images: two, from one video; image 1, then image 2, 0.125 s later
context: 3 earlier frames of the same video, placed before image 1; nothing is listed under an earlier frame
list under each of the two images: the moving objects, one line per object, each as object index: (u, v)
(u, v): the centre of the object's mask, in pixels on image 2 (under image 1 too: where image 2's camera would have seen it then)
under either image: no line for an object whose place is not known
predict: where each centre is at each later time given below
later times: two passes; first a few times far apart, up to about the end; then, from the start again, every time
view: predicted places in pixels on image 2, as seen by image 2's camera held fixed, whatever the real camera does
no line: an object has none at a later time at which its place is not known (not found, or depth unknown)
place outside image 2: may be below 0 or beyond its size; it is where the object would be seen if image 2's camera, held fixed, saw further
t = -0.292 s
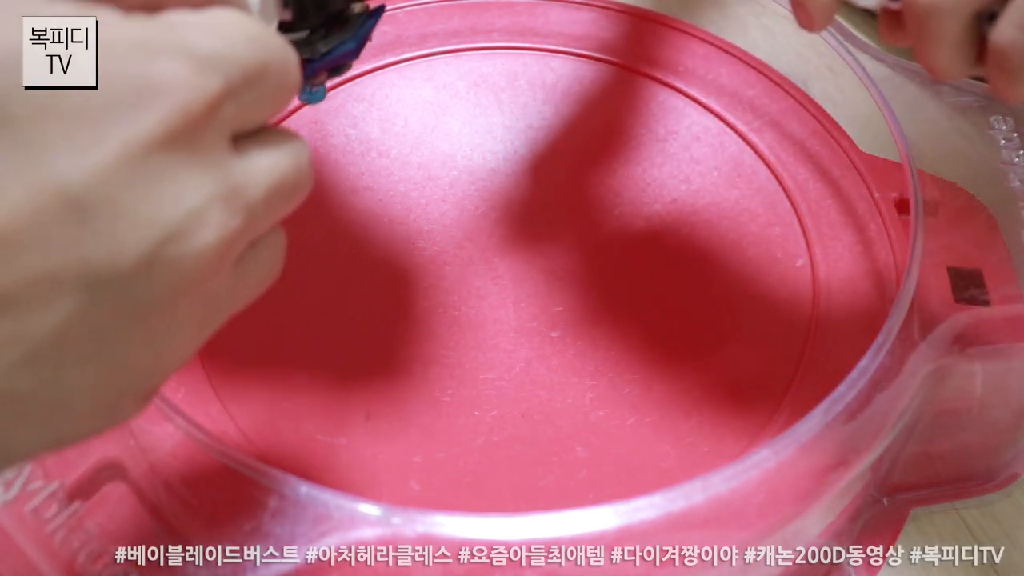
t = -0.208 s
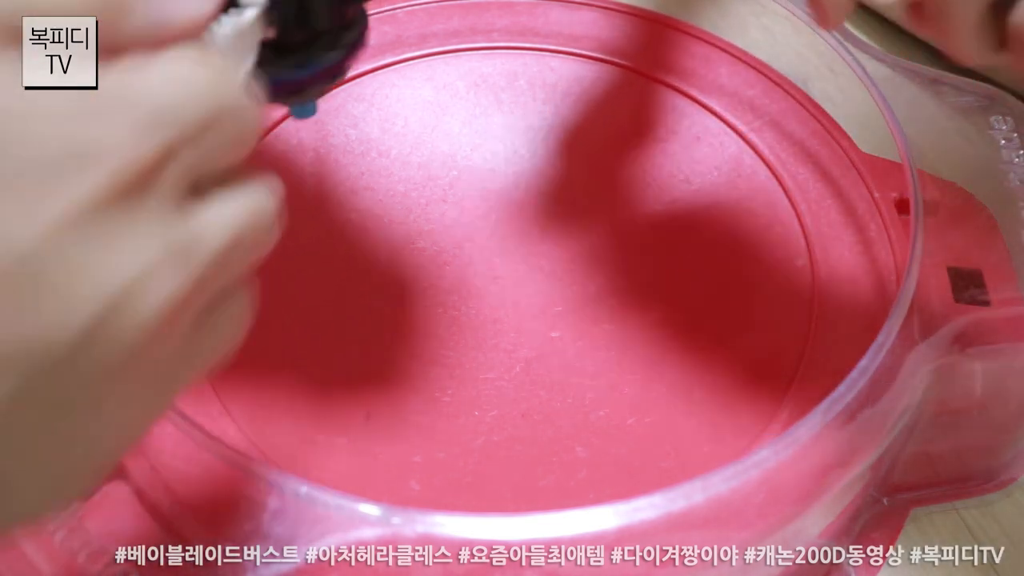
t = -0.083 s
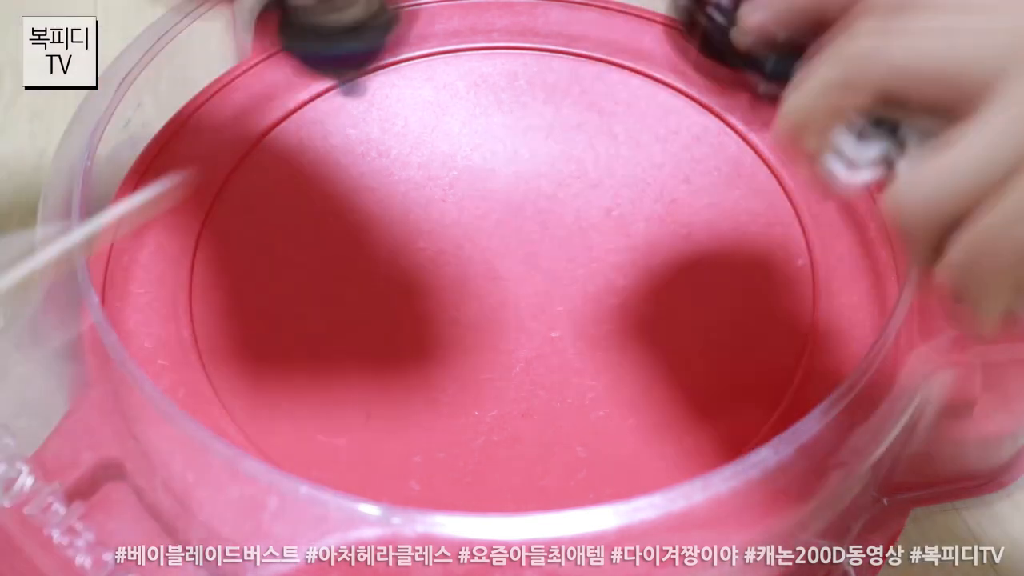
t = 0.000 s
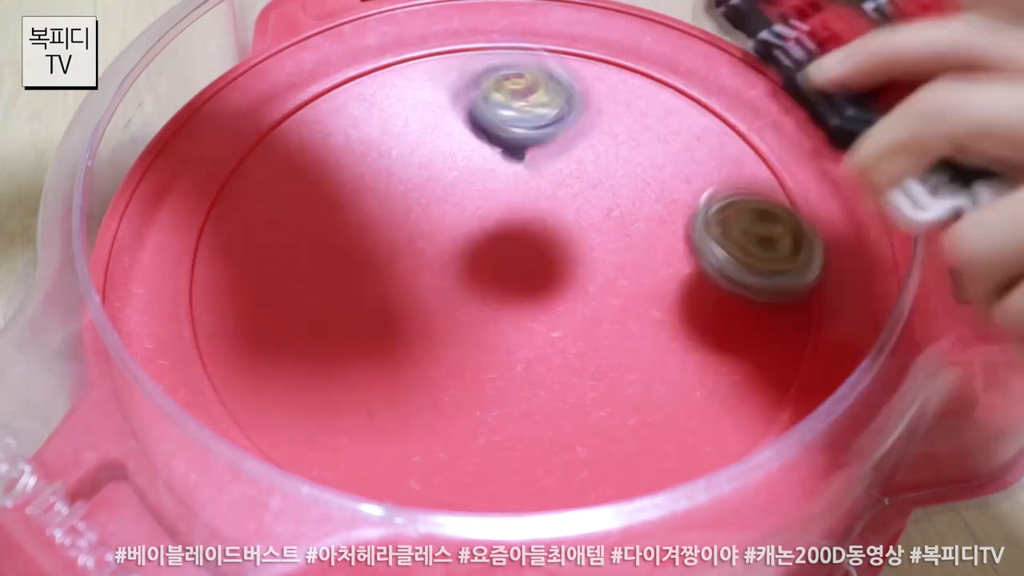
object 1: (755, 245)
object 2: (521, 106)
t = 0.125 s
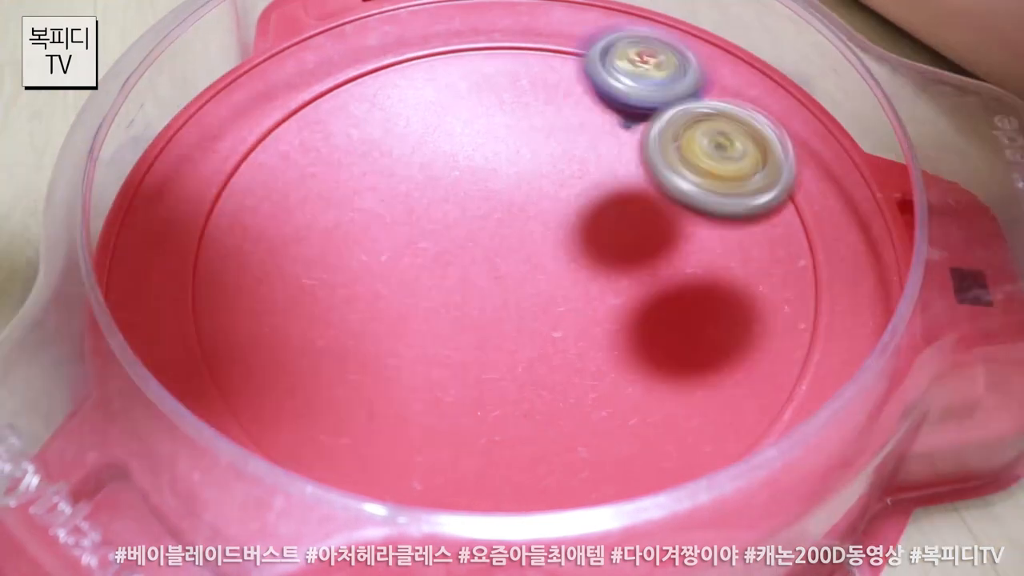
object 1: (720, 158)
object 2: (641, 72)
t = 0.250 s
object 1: (617, 221)
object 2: (688, 123)
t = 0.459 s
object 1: (458, 200)
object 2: (574, 121)
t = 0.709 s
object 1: (339, 236)
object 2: (375, 113)
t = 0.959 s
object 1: (515, 372)
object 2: (319, 226)
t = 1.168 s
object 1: (802, 333)
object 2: (294, 160)
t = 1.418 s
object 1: (682, 140)
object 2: (450, 203)
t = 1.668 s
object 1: (740, 85)
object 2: (403, 173)
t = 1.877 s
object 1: (641, 143)
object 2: (458, 163)
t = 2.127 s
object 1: (752, 310)
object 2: (271, 100)
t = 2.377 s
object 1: (702, 326)
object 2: (407, 304)
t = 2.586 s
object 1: (814, 299)
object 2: (420, 203)
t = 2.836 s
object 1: (797, 300)
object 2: (308, 144)
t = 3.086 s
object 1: (593, 253)
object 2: (431, 233)
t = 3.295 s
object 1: (741, 297)
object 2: (217, 167)
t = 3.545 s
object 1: (592, 304)
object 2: (343, 232)
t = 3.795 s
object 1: (424, 306)
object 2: (518, 127)
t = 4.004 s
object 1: (350, 310)
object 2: (483, 91)
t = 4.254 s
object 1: (369, 294)
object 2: (542, 250)
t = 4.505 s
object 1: (411, 243)
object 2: (709, 257)
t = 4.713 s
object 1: (425, 201)
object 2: (592, 224)
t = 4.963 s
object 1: (417, 80)
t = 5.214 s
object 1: (462, 139)
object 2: (443, 347)
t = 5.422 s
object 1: (583, 187)
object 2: (351, 179)
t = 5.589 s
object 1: (684, 196)
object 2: (339, 112)
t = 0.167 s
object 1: (687, 200)
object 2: (666, 75)
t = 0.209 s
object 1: (652, 256)
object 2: (684, 110)
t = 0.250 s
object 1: (617, 221)
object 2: (688, 123)
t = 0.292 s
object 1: (577, 212)
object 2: (677, 111)
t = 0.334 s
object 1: (538, 230)
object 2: (661, 129)
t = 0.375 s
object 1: (507, 208)
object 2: (639, 136)
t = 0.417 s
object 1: (478, 207)
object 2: (612, 133)
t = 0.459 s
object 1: (458, 200)
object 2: (574, 121)
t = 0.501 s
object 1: (444, 196)
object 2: (528, 117)
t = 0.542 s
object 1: (411, 200)
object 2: (503, 101)
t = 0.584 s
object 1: (376, 209)
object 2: (479, 92)
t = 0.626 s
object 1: (354, 218)
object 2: (448, 91)
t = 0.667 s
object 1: (342, 227)
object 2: (412, 97)
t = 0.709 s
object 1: (339, 236)
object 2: (375, 113)
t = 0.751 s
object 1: (345, 248)
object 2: (343, 138)
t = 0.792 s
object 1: (357, 276)
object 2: (323, 153)
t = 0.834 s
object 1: (376, 301)
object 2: (309, 172)
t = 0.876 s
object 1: (401, 318)
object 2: (309, 203)
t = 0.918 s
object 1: (432, 329)
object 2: (323, 240)
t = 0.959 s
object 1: (515, 372)
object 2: (319, 226)
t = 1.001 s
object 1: (620, 423)
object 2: (299, 201)
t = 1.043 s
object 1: (719, 443)
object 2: (292, 181)
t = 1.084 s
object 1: (792, 424)
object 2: (287, 165)
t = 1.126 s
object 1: (789, 370)
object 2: (288, 157)
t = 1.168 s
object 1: (802, 333)
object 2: (294, 160)
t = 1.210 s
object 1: (796, 291)
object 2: (304, 164)
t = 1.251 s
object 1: (784, 249)
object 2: (319, 174)
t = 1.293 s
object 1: (764, 212)
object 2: (341, 183)
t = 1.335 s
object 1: (740, 180)
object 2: (370, 194)
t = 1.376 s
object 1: (712, 156)
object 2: (408, 200)
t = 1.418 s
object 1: (682, 140)
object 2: (450, 203)
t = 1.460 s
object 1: (652, 130)
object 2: (493, 199)
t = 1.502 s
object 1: (638, 121)
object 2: (521, 190)
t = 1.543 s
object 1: (684, 103)
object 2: (476, 181)
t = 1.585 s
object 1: (717, 95)
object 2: (439, 182)
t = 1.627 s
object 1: (735, 82)
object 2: (414, 178)
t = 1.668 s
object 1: (740, 85)
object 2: (403, 173)
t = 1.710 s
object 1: (735, 90)
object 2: (403, 171)
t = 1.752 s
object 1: (718, 104)
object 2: (411, 170)
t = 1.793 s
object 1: (696, 116)
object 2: (423, 170)
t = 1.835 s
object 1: (671, 130)
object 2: (440, 168)
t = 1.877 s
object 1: (641, 143)
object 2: (458, 163)
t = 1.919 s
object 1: (610, 168)
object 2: (476, 158)
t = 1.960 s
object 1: (647, 207)
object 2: (428, 129)
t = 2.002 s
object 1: (682, 240)
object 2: (381, 108)
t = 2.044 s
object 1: (710, 268)
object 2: (335, 94)
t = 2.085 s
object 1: (734, 290)
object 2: (296, 90)
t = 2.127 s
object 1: (752, 310)
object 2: (271, 100)
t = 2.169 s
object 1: (763, 325)
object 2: (264, 133)
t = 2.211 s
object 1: (766, 334)
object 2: (260, 166)
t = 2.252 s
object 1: (761, 338)
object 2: (272, 204)
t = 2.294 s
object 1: (748, 340)
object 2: (300, 243)
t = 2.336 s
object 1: (728, 337)
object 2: (346, 279)
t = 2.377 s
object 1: (702, 326)
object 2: (407, 304)
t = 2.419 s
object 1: (674, 314)
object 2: (473, 315)
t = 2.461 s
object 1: (675, 303)
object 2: (500, 295)
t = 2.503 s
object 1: (730, 294)
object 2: (463, 263)
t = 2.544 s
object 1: (779, 309)
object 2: (439, 230)
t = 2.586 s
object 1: (814, 299)
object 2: (420, 203)
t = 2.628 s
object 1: (831, 300)
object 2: (401, 174)
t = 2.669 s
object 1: (835, 305)
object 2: (381, 153)
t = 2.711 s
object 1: (834, 306)
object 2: (359, 140)
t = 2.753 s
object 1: (830, 303)
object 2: (338, 132)
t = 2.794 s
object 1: (819, 300)
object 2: (320, 136)
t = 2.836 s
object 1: (797, 300)
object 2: (308, 144)
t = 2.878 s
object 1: (764, 292)
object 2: (306, 162)
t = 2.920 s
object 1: (727, 282)
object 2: (312, 184)
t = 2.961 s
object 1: (684, 272)
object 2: (333, 210)
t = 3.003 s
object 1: (644, 264)
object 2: (370, 234)
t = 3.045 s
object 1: (596, 256)
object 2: (420, 250)
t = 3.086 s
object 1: (593, 253)
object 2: (431, 233)
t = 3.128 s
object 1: (645, 252)
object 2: (376, 202)
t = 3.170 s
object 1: (700, 278)
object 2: (322, 187)
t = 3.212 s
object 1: (727, 281)
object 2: (270, 169)
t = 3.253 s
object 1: (744, 293)
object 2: (229, 162)
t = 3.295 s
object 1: (741, 297)
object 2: (217, 167)
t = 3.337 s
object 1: (729, 296)
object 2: (227, 184)
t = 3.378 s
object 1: (708, 298)
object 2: (241, 197)
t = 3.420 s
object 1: (682, 301)
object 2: (263, 216)
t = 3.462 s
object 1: (652, 303)
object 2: (285, 225)
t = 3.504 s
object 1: (622, 303)
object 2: (312, 230)
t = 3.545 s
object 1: (592, 304)
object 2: (343, 232)
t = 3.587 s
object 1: (563, 303)
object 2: (381, 228)
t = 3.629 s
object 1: (536, 303)
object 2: (419, 217)
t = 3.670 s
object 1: (506, 304)
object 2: (455, 200)
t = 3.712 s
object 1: (478, 305)
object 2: (486, 175)
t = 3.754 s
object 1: (450, 306)
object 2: (508, 152)
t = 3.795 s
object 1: (424, 306)
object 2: (518, 127)
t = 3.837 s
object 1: (401, 307)
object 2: (519, 107)
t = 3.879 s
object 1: (383, 307)
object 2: (515, 91)
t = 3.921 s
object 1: (368, 307)
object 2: (507, 83)
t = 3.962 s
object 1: (357, 308)
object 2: (495, 83)
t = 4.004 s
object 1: (350, 310)
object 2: (483, 91)
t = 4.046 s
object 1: (346, 310)
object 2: (474, 110)
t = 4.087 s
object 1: (346, 310)
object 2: (467, 132)
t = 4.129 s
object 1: (348, 307)
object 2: (470, 164)
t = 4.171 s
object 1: (353, 304)
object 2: (484, 194)
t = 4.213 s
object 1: (361, 300)
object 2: (510, 224)
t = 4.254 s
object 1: (369, 294)
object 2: (542, 250)
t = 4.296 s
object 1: (377, 287)
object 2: (580, 267)
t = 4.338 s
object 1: (386, 279)
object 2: (616, 278)
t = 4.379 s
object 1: (394, 271)
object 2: (651, 281)
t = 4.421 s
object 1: (401, 262)
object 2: (683, 277)
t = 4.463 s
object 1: (406, 253)
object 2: (702, 268)
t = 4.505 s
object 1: (411, 243)
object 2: (709, 257)
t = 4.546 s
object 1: (413, 234)
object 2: (701, 245)
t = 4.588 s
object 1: (415, 225)
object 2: (685, 232)
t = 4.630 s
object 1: (416, 218)
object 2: (659, 226)
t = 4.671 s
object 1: (420, 210)
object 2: (627, 224)
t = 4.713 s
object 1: (425, 201)
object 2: (592, 224)
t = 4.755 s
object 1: (428, 193)
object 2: (550, 229)
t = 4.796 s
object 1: (426, 177)
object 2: (523, 253)
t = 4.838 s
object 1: (418, 131)
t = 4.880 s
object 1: (412, 103)
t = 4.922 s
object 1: (412, 85)
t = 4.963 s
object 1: (417, 80)
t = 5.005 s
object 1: (423, 82)
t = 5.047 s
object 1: (430, 88)
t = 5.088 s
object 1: (438, 98)
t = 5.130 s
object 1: (446, 109)
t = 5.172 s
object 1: (453, 123)
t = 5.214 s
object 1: (462, 139)
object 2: (443, 347)
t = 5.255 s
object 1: (475, 154)
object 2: (439, 305)
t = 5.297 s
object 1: (493, 169)
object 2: (433, 270)
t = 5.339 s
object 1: (524, 178)
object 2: (411, 235)
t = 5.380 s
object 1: (554, 184)
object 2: (378, 200)
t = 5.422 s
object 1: (583, 187)
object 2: (351, 179)
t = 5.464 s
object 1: (610, 189)
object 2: (339, 155)
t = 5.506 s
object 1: (635, 190)
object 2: (335, 138)
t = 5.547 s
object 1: (661, 194)
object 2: (336, 125)
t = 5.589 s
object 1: (684, 196)
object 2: (339, 112)
